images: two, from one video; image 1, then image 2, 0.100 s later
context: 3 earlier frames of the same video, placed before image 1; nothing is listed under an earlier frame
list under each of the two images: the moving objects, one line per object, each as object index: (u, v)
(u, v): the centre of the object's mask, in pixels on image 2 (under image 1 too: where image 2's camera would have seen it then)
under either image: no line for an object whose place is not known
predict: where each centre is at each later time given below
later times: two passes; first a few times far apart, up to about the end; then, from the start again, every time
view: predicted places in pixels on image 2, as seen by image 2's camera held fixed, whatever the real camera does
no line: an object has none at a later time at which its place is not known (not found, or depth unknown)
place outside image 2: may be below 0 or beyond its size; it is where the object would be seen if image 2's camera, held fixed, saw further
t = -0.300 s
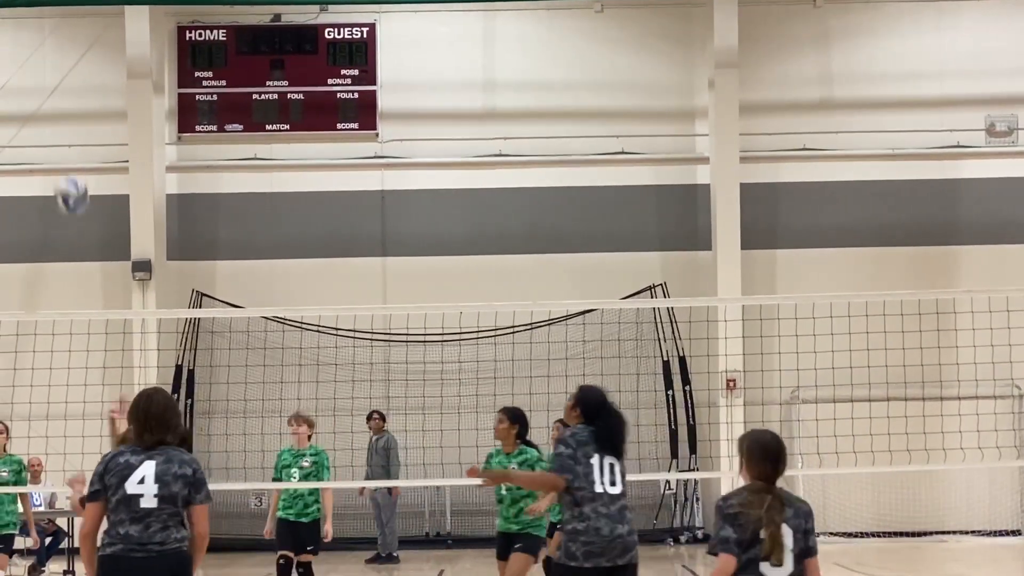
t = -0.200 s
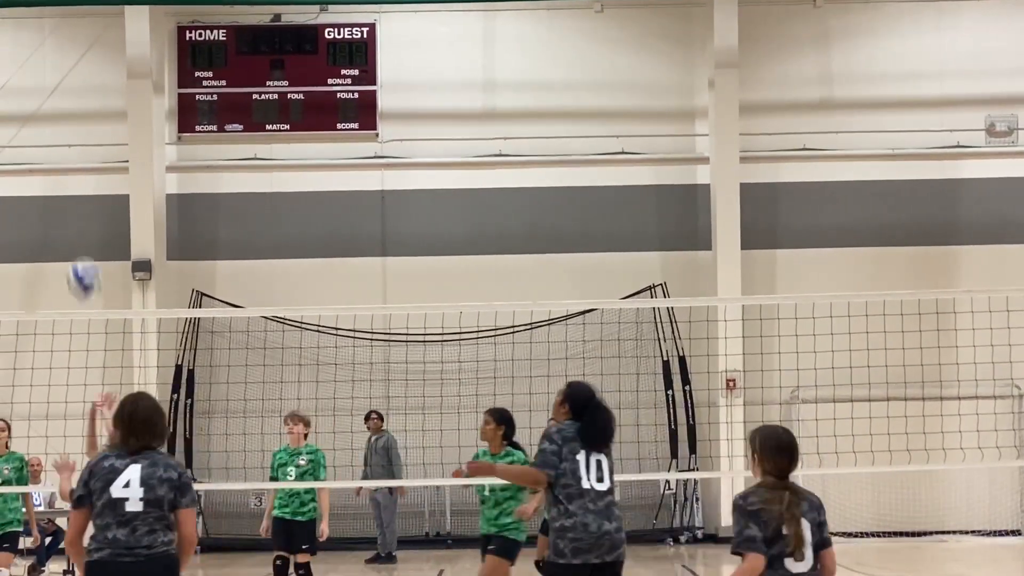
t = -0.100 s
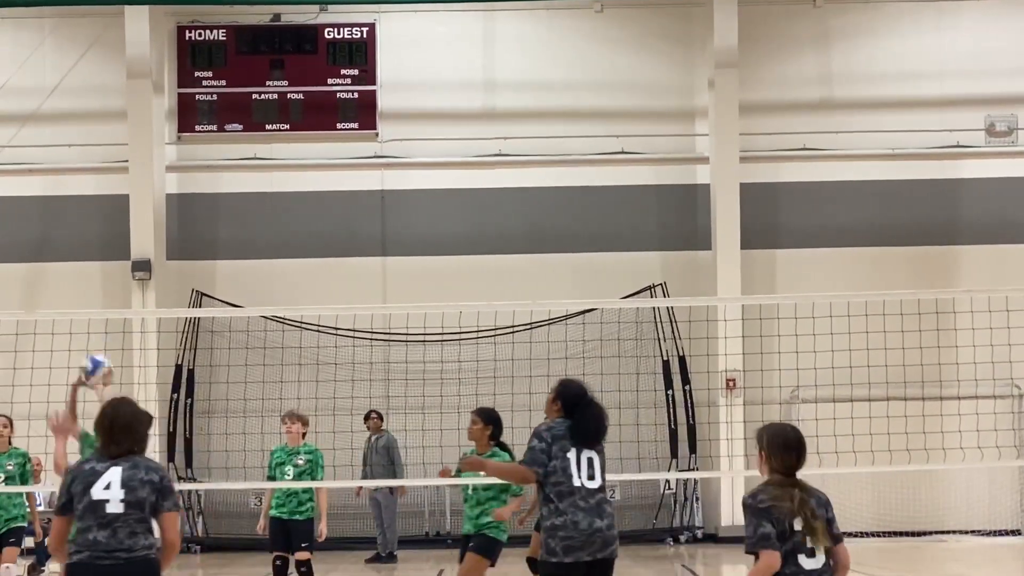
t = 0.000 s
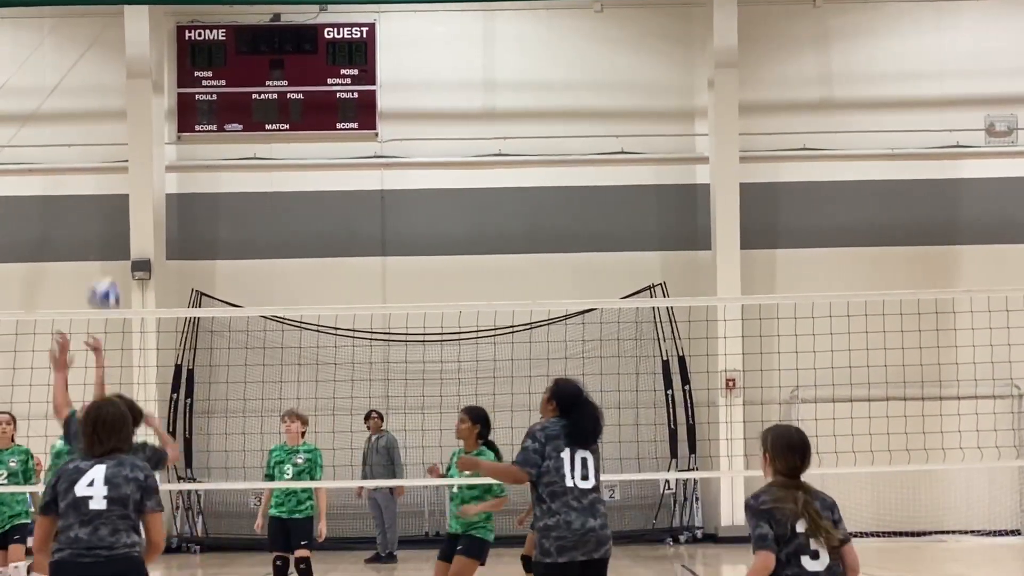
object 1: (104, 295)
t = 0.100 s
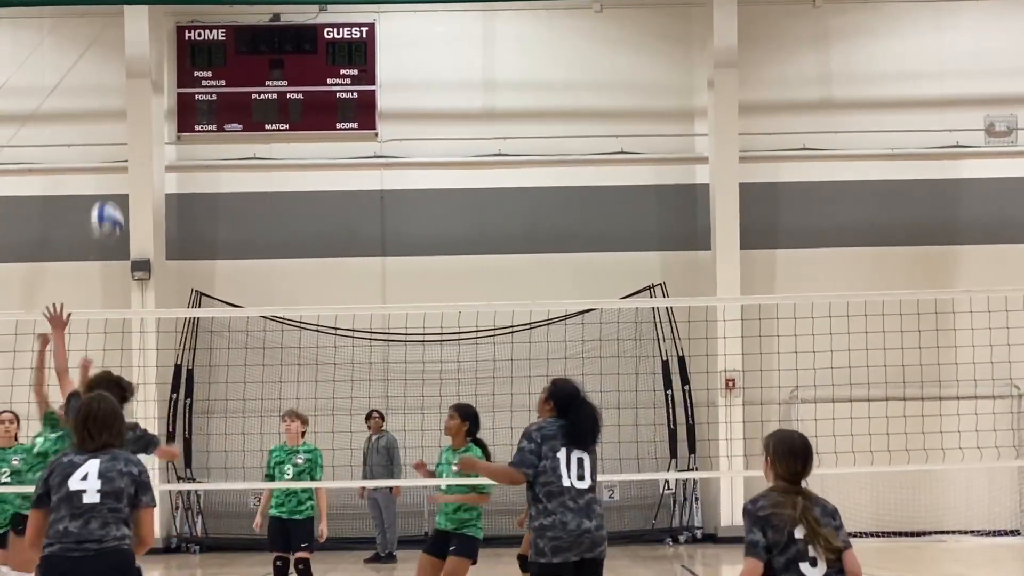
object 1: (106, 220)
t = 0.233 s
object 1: (109, 143)
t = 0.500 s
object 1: (113, 69)
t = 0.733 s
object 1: (119, 98)
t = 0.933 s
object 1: (122, 197)
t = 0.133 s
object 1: (107, 199)
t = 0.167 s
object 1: (108, 178)
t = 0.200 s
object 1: (108, 160)
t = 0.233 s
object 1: (109, 143)
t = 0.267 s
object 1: (109, 127)
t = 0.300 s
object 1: (110, 114)
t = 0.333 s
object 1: (110, 102)
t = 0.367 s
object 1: (111, 92)
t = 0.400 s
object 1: (111, 84)
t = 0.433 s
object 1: (111, 77)
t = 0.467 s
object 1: (112, 72)
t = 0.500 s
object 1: (113, 69)
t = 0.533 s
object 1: (114, 68)
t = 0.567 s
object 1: (114, 68)
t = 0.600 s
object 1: (116, 70)
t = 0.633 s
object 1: (116, 75)
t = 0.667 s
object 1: (116, 81)
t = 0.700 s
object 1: (118, 89)
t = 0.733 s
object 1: (119, 98)
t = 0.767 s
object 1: (119, 109)
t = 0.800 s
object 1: (120, 124)
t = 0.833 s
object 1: (121, 139)
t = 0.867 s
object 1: (122, 155)
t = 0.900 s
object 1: (122, 174)
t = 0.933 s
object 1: (122, 197)
